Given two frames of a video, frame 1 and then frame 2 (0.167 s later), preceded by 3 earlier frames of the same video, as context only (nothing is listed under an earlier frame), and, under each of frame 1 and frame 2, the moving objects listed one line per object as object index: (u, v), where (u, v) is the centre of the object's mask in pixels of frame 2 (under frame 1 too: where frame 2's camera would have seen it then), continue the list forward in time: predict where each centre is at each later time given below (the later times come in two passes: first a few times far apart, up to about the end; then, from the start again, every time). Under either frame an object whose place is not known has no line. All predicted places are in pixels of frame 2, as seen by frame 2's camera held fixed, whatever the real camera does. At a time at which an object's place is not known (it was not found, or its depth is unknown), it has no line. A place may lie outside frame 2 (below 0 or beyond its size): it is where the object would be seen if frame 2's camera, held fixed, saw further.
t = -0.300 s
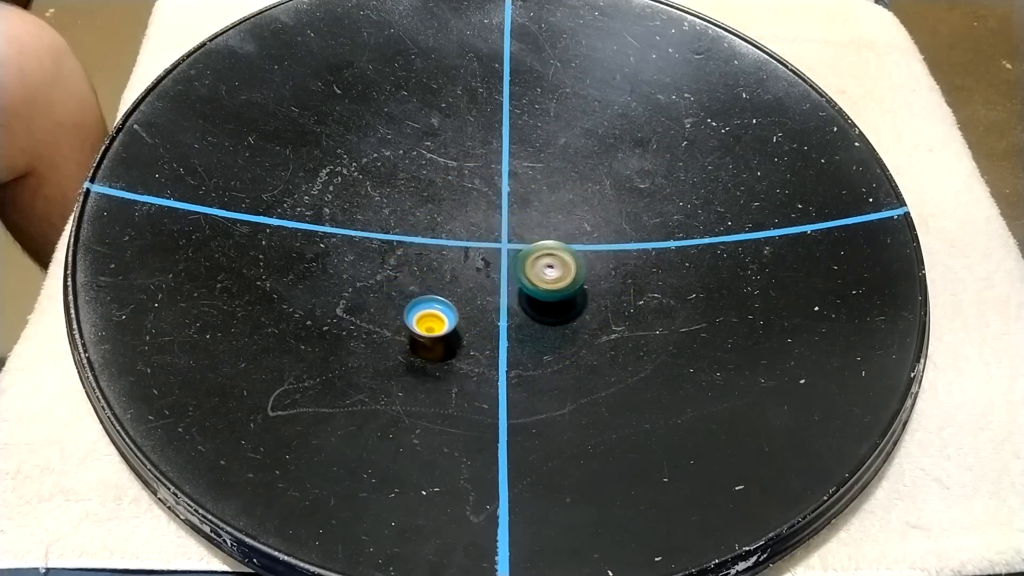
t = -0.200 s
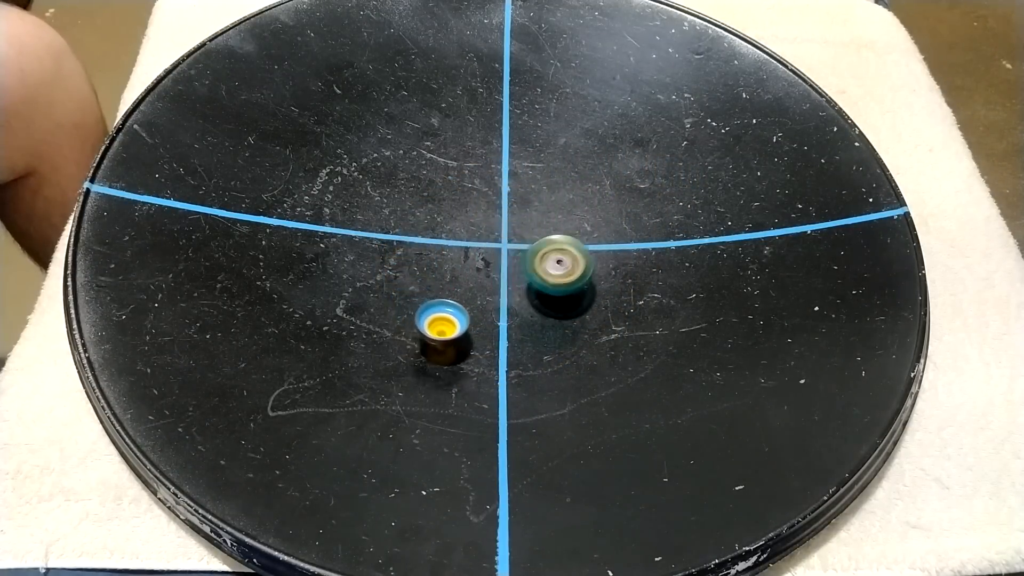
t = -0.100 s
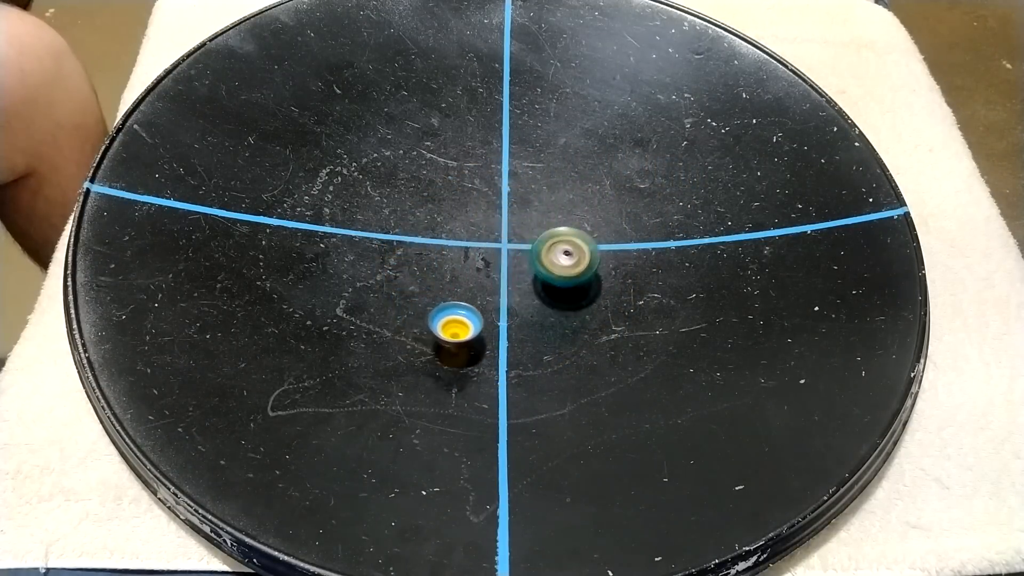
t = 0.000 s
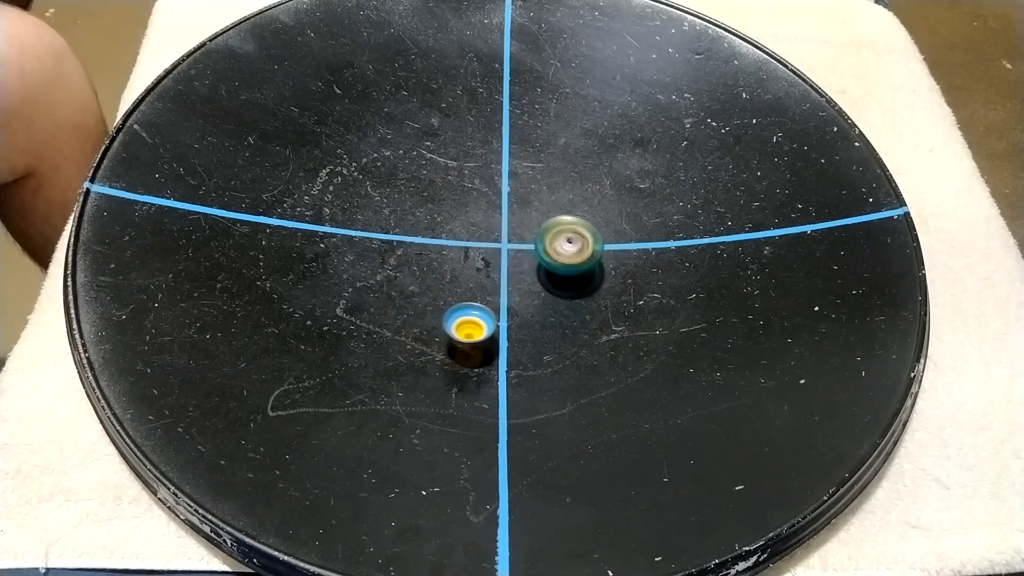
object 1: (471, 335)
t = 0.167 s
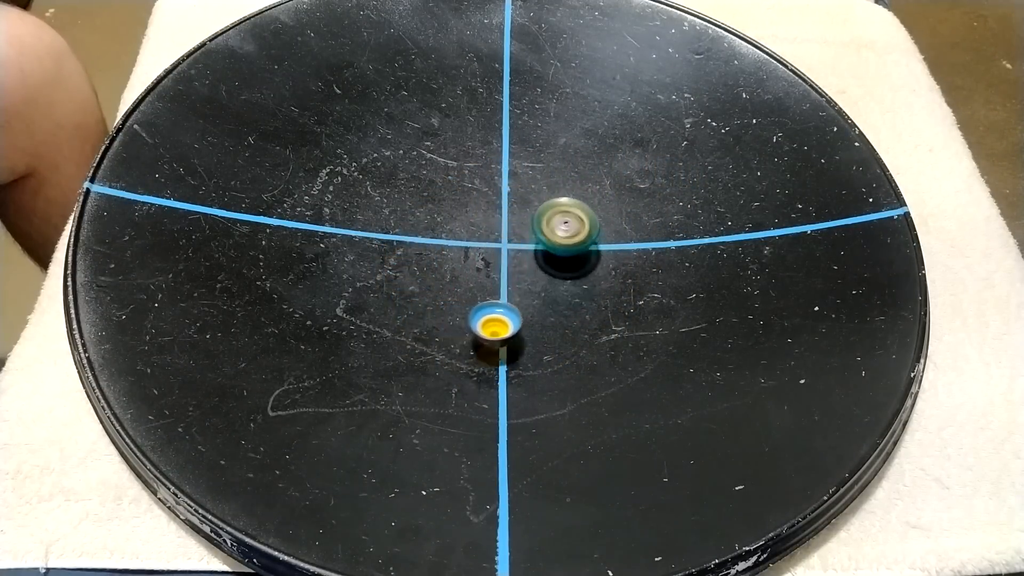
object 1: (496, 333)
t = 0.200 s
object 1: (501, 331)
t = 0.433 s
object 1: (533, 320)
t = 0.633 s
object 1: (561, 306)
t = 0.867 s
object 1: (589, 285)
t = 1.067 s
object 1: (612, 266)
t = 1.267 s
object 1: (648, 239)
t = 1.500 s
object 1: (672, 225)
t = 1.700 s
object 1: (676, 215)
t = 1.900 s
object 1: (670, 207)
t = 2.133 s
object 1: (649, 199)
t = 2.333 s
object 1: (619, 182)
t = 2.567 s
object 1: (594, 170)
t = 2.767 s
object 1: (570, 172)
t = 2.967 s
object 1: (545, 178)
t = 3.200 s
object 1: (515, 187)
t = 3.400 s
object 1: (490, 199)
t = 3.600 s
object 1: (471, 214)
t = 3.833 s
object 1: (451, 238)
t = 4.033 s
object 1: (439, 256)
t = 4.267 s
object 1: (430, 277)
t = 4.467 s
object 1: (429, 296)
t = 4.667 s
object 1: (432, 314)
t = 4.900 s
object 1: (447, 329)
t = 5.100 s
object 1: (466, 335)
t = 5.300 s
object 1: (491, 334)
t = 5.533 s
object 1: (518, 322)
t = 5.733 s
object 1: (540, 313)
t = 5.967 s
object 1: (568, 294)
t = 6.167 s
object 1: (588, 274)
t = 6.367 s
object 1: (610, 251)
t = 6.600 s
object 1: (624, 229)
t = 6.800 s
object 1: (632, 212)
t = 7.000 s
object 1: (635, 195)
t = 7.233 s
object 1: (629, 178)
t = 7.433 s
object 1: (624, 164)
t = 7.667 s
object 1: (619, 165)
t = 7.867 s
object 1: (602, 175)
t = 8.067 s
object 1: (576, 191)
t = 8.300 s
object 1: (552, 208)
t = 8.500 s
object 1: (533, 221)
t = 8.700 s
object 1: (513, 238)
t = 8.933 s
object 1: (502, 254)
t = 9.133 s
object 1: (496, 268)
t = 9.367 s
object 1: (500, 282)
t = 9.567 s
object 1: (514, 294)
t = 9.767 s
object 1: (528, 304)
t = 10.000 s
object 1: (531, 312)
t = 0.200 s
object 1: (501, 331)
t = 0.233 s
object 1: (506, 330)
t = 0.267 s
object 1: (511, 329)
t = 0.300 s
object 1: (515, 327)
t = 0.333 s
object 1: (520, 325)
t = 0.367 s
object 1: (525, 323)
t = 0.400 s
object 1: (529, 322)
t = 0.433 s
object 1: (533, 320)
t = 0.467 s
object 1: (537, 318)
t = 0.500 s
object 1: (542, 316)
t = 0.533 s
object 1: (547, 314)
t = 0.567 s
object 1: (551, 311)
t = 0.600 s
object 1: (556, 309)
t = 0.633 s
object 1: (561, 306)
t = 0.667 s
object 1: (565, 304)
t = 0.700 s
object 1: (570, 301)
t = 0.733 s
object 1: (574, 298)
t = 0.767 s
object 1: (578, 295)
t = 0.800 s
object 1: (582, 292)
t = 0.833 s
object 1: (586, 289)
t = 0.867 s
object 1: (589, 285)
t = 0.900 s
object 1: (593, 283)
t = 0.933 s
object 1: (597, 280)
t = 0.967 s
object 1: (600, 277)
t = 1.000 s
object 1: (604, 274)
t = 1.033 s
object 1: (607, 270)
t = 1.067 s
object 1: (612, 266)
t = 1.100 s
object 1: (618, 262)
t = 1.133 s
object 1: (624, 256)
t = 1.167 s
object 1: (630, 252)
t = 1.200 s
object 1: (636, 247)
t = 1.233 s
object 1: (642, 243)
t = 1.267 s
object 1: (648, 239)
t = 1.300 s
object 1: (653, 237)
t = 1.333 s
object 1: (657, 236)
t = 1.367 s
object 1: (660, 235)
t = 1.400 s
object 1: (662, 233)
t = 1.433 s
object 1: (665, 231)
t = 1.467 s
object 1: (668, 228)
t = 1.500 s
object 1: (672, 225)
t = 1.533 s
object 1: (674, 223)
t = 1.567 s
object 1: (675, 222)
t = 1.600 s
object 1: (676, 220)
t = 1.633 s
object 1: (676, 218)
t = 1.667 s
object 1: (676, 217)
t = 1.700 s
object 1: (676, 215)
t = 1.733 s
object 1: (675, 213)
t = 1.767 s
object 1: (675, 211)
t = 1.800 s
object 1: (674, 210)
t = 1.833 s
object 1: (674, 209)
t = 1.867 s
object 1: (672, 208)
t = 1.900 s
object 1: (670, 207)
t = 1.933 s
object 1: (668, 205)
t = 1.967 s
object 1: (666, 204)
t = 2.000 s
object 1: (663, 203)
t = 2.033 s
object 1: (660, 203)
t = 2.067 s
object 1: (656, 202)
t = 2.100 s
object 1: (653, 201)
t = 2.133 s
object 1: (649, 199)
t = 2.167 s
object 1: (645, 197)
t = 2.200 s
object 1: (640, 194)
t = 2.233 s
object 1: (634, 192)
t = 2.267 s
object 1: (628, 189)
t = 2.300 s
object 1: (624, 186)
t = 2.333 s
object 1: (619, 182)
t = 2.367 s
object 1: (614, 179)
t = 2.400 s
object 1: (610, 177)
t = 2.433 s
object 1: (606, 174)
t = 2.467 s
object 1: (603, 173)
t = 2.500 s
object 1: (601, 171)
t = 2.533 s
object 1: (598, 170)
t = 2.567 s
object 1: (594, 170)
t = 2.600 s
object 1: (591, 170)
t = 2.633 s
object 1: (587, 170)
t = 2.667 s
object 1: (583, 171)
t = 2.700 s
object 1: (579, 171)
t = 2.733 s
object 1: (574, 172)
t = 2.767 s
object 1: (570, 172)
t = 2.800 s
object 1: (566, 173)
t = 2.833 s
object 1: (562, 174)
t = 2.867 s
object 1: (558, 175)
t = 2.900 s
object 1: (553, 176)
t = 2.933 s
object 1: (549, 177)
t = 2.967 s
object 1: (545, 178)
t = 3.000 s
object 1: (541, 179)
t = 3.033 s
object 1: (537, 180)
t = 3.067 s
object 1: (534, 182)
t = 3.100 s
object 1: (530, 183)
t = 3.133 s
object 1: (526, 184)
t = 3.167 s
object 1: (520, 186)
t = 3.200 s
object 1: (515, 187)
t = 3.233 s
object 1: (511, 188)
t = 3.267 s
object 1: (506, 190)
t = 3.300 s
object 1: (502, 192)
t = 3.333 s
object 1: (497, 194)
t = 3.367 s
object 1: (494, 196)
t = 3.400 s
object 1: (490, 199)
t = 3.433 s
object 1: (487, 202)
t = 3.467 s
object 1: (483, 204)
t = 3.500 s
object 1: (480, 207)
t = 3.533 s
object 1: (477, 210)
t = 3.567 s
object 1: (474, 212)
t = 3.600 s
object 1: (471, 214)
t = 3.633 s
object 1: (468, 219)
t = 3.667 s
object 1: (465, 221)
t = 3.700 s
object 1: (462, 225)
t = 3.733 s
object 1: (459, 228)
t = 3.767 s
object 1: (456, 231)
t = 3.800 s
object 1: (454, 234)
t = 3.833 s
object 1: (451, 238)
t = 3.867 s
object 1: (449, 241)
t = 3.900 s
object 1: (447, 244)
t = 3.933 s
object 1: (445, 247)
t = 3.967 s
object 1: (443, 250)
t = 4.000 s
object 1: (441, 254)
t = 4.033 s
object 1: (439, 256)
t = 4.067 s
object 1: (437, 259)
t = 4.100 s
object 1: (435, 262)
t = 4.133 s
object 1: (433, 265)
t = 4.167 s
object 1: (432, 268)
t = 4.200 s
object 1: (431, 271)
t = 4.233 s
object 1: (431, 274)
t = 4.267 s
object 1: (430, 277)
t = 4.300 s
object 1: (429, 280)
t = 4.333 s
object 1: (429, 283)
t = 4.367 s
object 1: (428, 286)
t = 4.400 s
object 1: (428, 290)
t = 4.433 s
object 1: (428, 293)
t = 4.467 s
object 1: (429, 296)
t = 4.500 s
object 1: (429, 299)
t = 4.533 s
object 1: (429, 303)
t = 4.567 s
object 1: (429, 306)
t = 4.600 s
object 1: (430, 309)
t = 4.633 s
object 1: (431, 311)
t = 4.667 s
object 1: (432, 314)
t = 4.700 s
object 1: (434, 316)
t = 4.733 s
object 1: (436, 319)
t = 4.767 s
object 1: (438, 321)
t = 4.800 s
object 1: (440, 323)
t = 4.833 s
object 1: (442, 325)
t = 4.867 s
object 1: (445, 327)
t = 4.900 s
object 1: (447, 329)
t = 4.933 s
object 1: (450, 330)
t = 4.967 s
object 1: (453, 332)
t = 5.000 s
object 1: (456, 333)
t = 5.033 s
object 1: (459, 334)
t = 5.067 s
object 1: (462, 335)
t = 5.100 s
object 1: (466, 335)
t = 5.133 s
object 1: (469, 336)
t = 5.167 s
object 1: (472, 335)
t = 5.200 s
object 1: (476, 335)
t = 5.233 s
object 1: (479, 334)
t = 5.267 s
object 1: (483, 333)
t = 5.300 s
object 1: (491, 334)
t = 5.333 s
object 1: (495, 333)
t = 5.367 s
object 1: (499, 331)
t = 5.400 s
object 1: (503, 330)
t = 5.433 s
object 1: (507, 328)
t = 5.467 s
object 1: (511, 326)
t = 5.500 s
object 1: (515, 324)
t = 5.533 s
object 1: (518, 322)
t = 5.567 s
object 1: (522, 322)
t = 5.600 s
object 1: (526, 322)
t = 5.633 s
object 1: (529, 320)
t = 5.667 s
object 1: (533, 318)
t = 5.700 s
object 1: (536, 316)
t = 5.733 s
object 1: (540, 313)
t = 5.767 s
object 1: (544, 311)
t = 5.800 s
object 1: (549, 308)
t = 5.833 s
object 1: (553, 306)
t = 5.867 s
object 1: (557, 303)
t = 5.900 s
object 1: (561, 300)
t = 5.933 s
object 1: (564, 296)
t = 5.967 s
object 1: (568, 294)
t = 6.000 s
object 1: (571, 290)
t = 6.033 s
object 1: (575, 287)
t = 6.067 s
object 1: (578, 284)
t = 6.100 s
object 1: (582, 281)
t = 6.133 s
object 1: (585, 278)
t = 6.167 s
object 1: (588, 274)
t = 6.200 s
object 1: (591, 272)
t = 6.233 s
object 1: (595, 269)
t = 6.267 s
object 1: (599, 264)
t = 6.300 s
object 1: (603, 259)
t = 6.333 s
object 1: (607, 255)
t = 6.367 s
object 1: (610, 251)
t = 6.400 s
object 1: (612, 248)
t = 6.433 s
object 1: (615, 245)
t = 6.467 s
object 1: (616, 241)
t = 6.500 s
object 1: (619, 238)
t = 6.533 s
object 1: (620, 235)
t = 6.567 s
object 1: (622, 232)
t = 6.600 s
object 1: (624, 229)
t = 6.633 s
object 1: (625, 226)
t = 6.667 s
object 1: (627, 222)
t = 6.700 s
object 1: (628, 219)
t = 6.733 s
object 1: (630, 216)
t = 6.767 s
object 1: (631, 214)
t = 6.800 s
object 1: (632, 212)
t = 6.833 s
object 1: (633, 209)
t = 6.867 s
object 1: (634, 206)
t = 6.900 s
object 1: (635, 203)
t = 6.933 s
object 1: (635, 200)
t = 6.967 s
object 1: (635, 198)
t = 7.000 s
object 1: (635, 195)
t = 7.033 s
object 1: (635, 193)
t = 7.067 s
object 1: (634, 191)
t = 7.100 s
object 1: (633, 188)
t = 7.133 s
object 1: (632, 186)
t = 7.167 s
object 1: (631, 183)
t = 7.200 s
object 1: (630, 180)
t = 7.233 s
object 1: (629, 178)
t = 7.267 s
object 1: (627, 175)
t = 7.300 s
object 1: (626, 173)
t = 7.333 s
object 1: (625, 170)
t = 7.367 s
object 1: (625, 168)
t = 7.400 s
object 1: (625, 166)
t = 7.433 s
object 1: (624, 164)
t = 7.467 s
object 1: (624, 164)
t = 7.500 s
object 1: (624, 165)
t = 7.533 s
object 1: (623, 165)
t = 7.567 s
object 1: (622, 164)
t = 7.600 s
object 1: (622, 164)
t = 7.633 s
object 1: (620, 164)
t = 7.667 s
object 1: (619, 165)
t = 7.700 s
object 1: (617, 165)
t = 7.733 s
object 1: (615, 167)
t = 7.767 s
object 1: (613, 168)
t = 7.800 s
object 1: (609, 170)
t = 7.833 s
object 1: (606, 173)
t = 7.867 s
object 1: (602, 175)
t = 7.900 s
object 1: (598, 178)
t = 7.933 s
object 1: (594, 180)
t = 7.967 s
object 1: (590, 183)
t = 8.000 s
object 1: (586, 186)
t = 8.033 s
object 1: (581, 189)
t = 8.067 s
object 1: (576, 191)
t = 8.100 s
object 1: (572, 194)
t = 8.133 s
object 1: (568, 197)
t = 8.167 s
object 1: (564, 200)
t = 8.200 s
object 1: (560, 202)
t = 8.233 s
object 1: (559, 204)
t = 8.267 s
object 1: (556, 206)
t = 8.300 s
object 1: (552, 208)
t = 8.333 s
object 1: (547, 210)
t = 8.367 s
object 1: (545, 212)
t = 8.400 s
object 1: (542, 213)
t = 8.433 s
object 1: (539, 215)
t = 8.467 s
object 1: (536, 217)
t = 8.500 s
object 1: (533, 221)
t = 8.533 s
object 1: (530, 224)
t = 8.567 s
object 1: (527, 227)
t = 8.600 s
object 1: (523, 229)
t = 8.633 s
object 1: (520, 232)
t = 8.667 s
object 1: (516, 235)
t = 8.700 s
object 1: (513, 238)
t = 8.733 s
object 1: (510, 240)
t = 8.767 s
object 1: (507, 243)
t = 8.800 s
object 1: (507, 246)
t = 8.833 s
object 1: (504, 249)
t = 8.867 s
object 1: (503, 250)
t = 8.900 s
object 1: (503, 252)
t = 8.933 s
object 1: (502, 254)
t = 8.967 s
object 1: (501, 255)
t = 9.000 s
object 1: (500, 258)
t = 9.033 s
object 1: (499, 260)
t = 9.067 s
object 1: (497, 263)
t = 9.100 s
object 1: (496, 265)
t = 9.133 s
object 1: (496, 268)
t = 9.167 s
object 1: (495, 270)
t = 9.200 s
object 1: (494, 272)
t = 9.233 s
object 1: (494, 275)
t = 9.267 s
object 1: (496, 276)
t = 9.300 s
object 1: (498, 278)
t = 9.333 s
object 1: (499, 280)
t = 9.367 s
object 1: (500, 282)
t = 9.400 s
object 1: (503, 285)
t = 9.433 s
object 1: (504, 287)
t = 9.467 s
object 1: (506, 289)
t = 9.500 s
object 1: (508, 291)
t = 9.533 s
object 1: (511, 293)
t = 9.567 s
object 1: (514, 294)
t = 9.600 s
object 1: (517, 295)
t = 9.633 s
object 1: (520, 297)
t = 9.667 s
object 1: (522, 299)
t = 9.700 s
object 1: (525, 300)
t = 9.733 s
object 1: (527, 301)
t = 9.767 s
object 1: (528, 304)
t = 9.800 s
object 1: (529, 305)
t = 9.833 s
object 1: (530, 307)
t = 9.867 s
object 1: (530, 308)
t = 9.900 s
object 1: (531, 310)
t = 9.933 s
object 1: (531, 310)
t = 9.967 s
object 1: (531, 311)
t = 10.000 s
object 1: (531, 312)
